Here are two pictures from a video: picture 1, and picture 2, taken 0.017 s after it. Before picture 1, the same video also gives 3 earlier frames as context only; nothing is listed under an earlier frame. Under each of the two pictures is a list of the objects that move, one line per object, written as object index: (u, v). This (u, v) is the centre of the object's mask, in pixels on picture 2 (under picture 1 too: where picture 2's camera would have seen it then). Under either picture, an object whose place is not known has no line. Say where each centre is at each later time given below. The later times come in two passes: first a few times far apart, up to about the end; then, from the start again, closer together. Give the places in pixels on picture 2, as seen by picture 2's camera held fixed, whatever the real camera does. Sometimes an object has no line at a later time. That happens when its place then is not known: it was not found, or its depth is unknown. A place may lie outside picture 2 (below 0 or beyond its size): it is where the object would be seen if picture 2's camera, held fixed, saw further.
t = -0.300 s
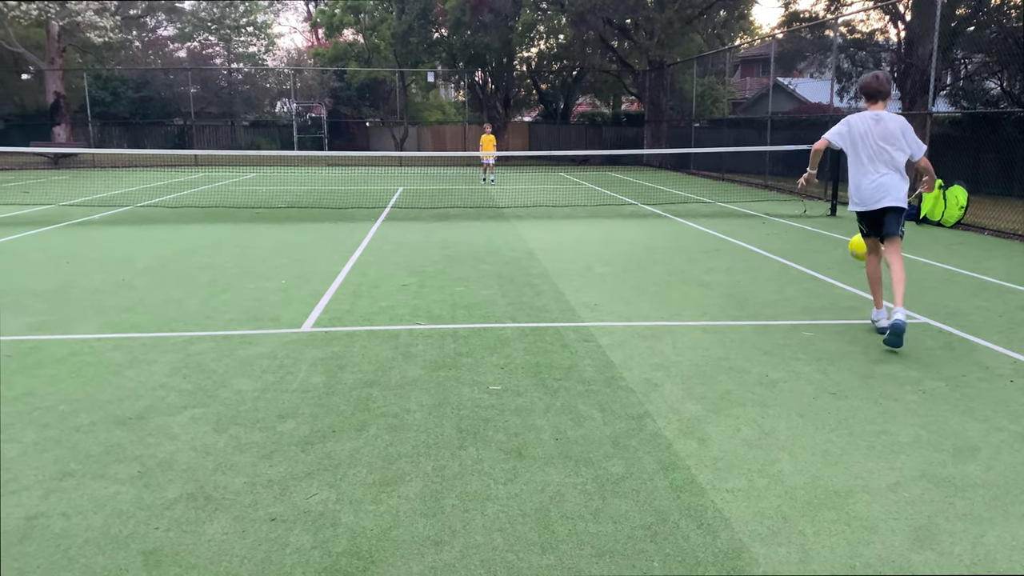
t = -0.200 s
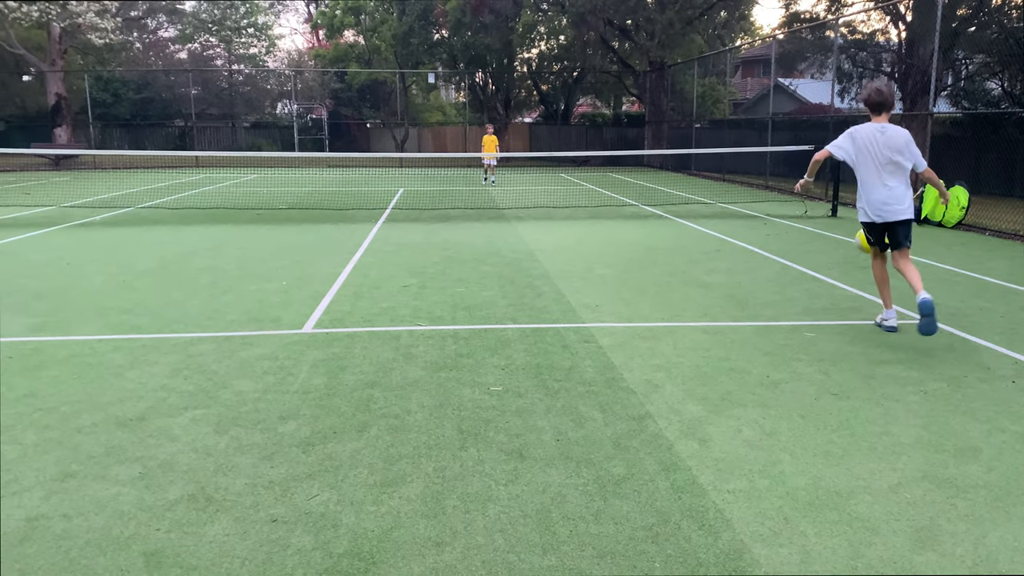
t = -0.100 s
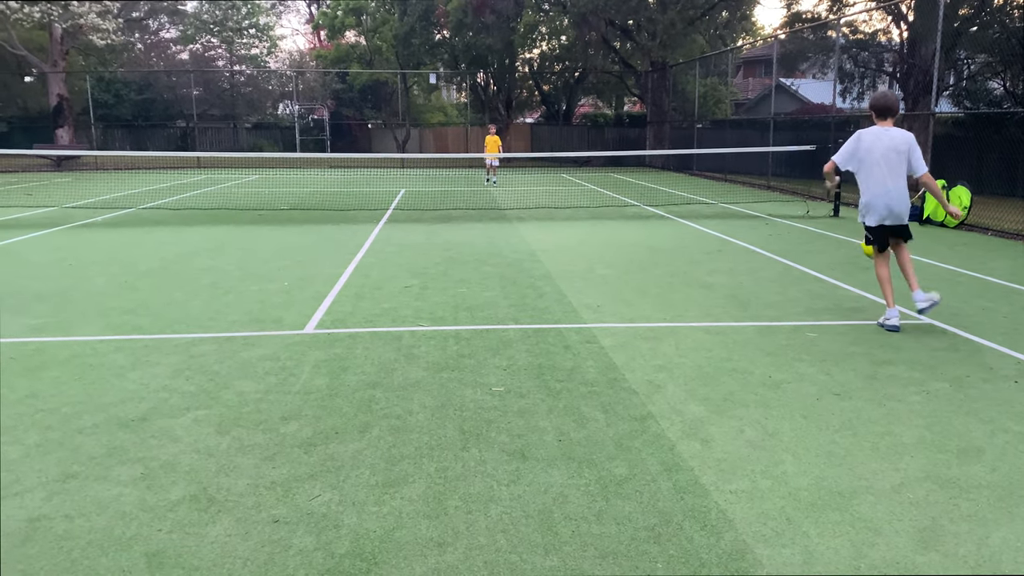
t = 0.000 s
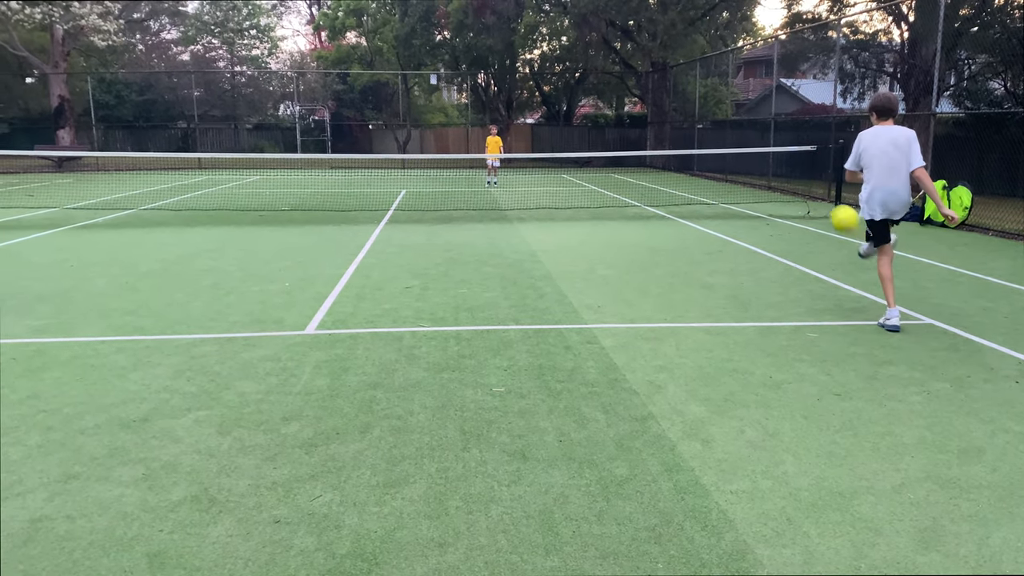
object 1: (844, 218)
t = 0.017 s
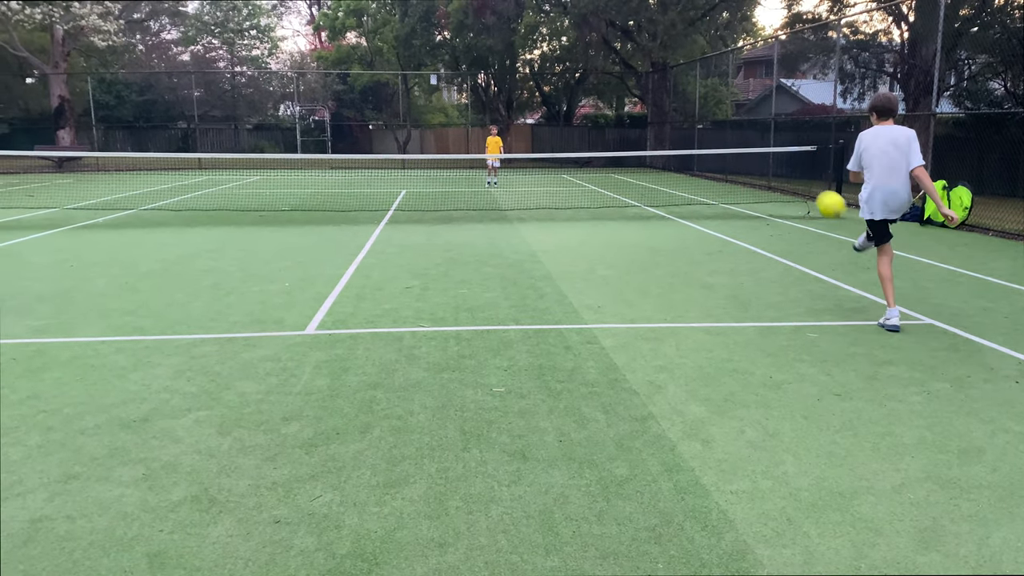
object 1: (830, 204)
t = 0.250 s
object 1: (676, 83)
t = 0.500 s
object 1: (571, 55)
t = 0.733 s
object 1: (505, 80)
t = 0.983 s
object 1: (456, 136)
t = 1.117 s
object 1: (435, 172)
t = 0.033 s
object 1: (817, 190)
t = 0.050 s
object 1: (804, 179)
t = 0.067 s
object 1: (791, 167)
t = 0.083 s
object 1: (779, 157)
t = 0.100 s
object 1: (766, 146)
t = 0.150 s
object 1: (733, 120)
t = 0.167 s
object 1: (723, 112)
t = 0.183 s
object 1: (713, 106)
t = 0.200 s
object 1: (703, 99)
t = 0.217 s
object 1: (694, 93)
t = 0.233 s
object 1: (684, 88)
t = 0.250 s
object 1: (676, 83)
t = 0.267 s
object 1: (667, 78)
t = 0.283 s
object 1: (659, 75)
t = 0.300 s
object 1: (651, 71)
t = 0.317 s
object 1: (643, 68)
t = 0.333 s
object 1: (636, 65)
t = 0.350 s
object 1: (628, 63)
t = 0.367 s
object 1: (621, 61)
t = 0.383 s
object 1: (614, 60)
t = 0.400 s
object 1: (607, 58)
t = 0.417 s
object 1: (601, 57)
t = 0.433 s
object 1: (594, 56)
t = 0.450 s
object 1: (588, 55)
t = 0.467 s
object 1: (582, 55)
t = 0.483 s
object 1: (576, 55)
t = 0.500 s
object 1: (571, 55)
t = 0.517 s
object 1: (565, 56)
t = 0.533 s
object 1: (560, 56)
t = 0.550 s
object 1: (555, 57)
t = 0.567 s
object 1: (549, 58)
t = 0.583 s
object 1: (545, 60)
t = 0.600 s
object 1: (539, 61)
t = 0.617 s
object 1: (535, 63)
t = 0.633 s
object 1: (530, 65)
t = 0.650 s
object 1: (526, 67)
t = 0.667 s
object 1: (522, 69)
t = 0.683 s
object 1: (517, 72)
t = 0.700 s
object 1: (513, 74)
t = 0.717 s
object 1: (509, 77)
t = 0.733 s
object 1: (505, 80)
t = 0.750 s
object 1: (501, 83)
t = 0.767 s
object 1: (497, 86)
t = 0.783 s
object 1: (494, 89)
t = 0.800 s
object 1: (490, 92)
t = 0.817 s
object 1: (486, 96)
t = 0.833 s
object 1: (483, 99)
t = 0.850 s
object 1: (480, 103)
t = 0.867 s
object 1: (476, 107)
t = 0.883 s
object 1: (473, 110)
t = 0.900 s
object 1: (470, 114)
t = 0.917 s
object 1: (467, 119)
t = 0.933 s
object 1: (464, 122)
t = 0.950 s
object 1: (461, 126)
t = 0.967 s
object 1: (458, 131)
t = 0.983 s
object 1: (456, 136)
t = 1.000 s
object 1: (453, 140)
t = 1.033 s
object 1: (448, 149)
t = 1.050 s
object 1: (445, 152)
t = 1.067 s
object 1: (442, 158)
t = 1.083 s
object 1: (440, 163)
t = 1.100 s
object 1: (438, 168)
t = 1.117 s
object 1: (435, 172)
